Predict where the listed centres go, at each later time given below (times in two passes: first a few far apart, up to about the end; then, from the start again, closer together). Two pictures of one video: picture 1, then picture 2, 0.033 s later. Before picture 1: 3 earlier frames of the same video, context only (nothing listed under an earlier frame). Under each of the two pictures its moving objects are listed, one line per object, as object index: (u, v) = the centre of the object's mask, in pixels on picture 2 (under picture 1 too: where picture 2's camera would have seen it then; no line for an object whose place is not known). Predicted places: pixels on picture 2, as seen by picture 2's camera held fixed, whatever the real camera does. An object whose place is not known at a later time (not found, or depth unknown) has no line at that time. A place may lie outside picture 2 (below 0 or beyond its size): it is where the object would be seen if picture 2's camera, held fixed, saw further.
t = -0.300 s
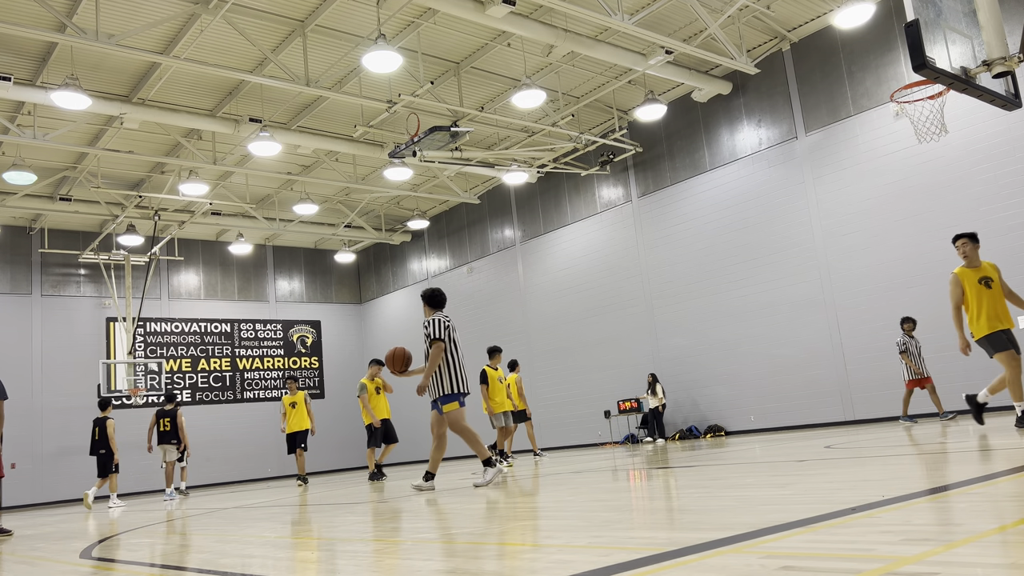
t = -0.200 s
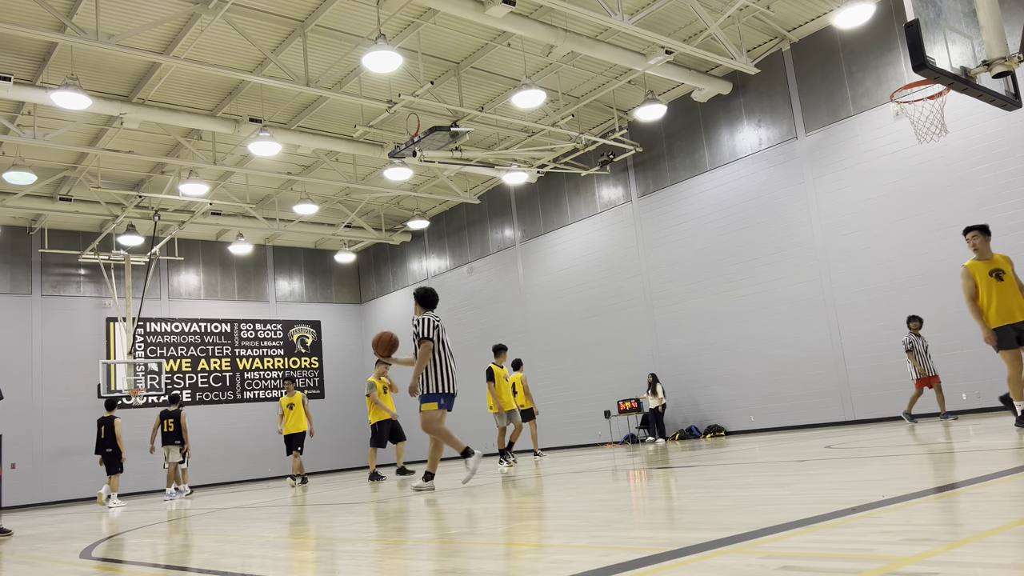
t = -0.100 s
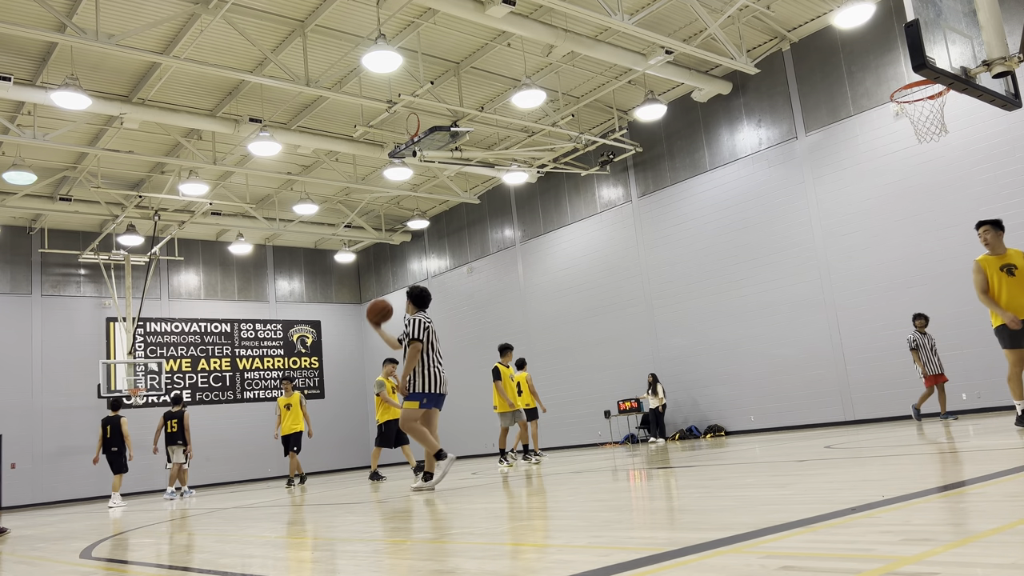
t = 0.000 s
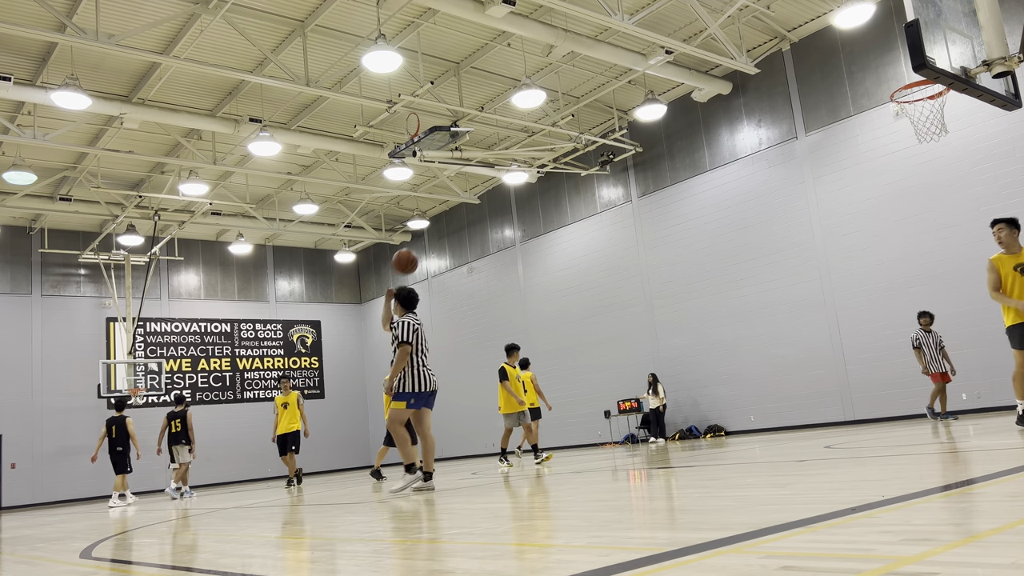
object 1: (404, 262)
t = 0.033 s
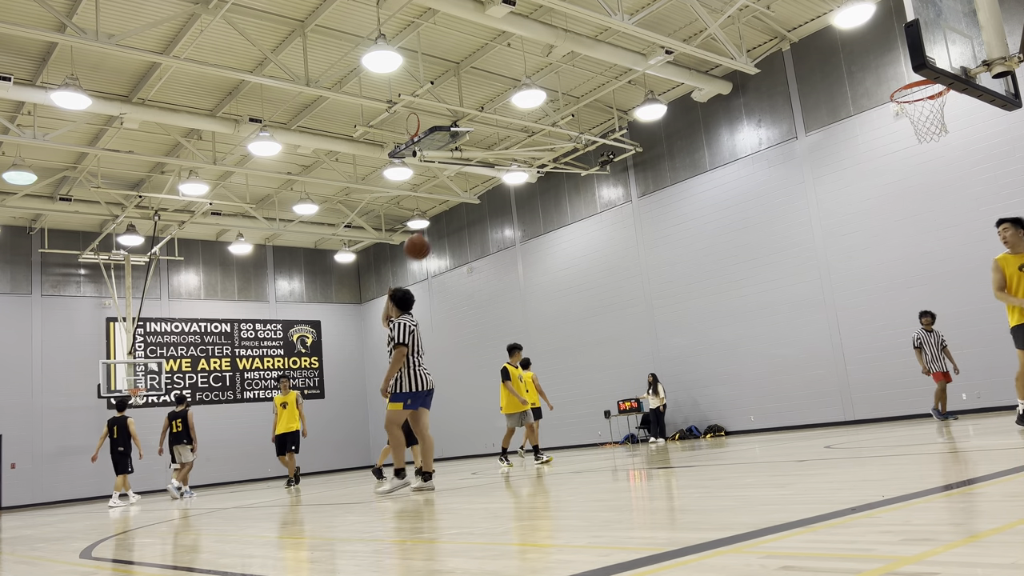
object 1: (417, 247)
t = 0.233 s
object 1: (492, 181)
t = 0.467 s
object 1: (589, 155)
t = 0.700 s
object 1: (702, 185)
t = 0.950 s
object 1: (847, 296)
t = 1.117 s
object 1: (963, 423)
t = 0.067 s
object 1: (429, 233)
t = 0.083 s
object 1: (436, 227)
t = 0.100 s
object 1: (442, 220)
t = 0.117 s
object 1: (448, 215)
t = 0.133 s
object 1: (454, 210)
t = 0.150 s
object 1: (460, 204)
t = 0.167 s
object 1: (467, 199)
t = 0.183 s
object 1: (473, 194)
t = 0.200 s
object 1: (479, 190)
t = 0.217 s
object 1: (485, 186)
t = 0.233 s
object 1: (492, 181)
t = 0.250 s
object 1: (498, 178)
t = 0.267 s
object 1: (505, 174)
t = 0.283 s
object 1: (512, 170)
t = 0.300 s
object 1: (519, 167)
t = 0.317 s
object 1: (526, 165)
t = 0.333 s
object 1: (533, 163)
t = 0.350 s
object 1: (540, 161)
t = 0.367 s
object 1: (547, 159)
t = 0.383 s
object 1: (553, 158)
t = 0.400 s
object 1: (561, 156)
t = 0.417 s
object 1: (568, 156)
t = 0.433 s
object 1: (575, 155)
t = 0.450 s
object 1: (583, 155)
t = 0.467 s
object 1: (589, 155)
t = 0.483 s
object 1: (597, 155)
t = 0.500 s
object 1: (605, 155)
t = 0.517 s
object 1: (612, 156)
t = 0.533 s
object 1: (619, 157)
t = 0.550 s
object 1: (627, 158)
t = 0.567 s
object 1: (636, 160)
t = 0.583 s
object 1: (644, 162)
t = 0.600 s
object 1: (652, 164)
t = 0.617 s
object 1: (660, 166)
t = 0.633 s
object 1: (668, 169)
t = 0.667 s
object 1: (685, 176)
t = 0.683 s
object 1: (693, 180)
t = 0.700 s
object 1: (702, 185)
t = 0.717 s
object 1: (711, 190)
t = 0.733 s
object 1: (720, 195)
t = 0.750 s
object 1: (729, 200)
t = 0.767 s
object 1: (738, 206)
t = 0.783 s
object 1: (747, 212)
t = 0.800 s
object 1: (757, 219)
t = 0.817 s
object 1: (766, 226)
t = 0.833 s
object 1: (776, 233)
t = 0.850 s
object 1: (786, 241)
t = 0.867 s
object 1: (795, 249)
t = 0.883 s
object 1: (806, 257)
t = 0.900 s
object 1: (816, 266)
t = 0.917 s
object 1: (826, 276)
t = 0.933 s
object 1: (837, 285)
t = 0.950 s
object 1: (847, 296)
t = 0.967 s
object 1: (858, 306)
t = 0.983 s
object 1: (869, 317)
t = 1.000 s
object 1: (880, 329)
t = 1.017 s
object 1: (891, 340)
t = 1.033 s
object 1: (903, 353)
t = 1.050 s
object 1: (915, 366)
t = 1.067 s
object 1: (927, 379)
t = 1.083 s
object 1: (938, 393)
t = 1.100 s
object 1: (950, 407)
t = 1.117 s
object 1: (963, 423)
